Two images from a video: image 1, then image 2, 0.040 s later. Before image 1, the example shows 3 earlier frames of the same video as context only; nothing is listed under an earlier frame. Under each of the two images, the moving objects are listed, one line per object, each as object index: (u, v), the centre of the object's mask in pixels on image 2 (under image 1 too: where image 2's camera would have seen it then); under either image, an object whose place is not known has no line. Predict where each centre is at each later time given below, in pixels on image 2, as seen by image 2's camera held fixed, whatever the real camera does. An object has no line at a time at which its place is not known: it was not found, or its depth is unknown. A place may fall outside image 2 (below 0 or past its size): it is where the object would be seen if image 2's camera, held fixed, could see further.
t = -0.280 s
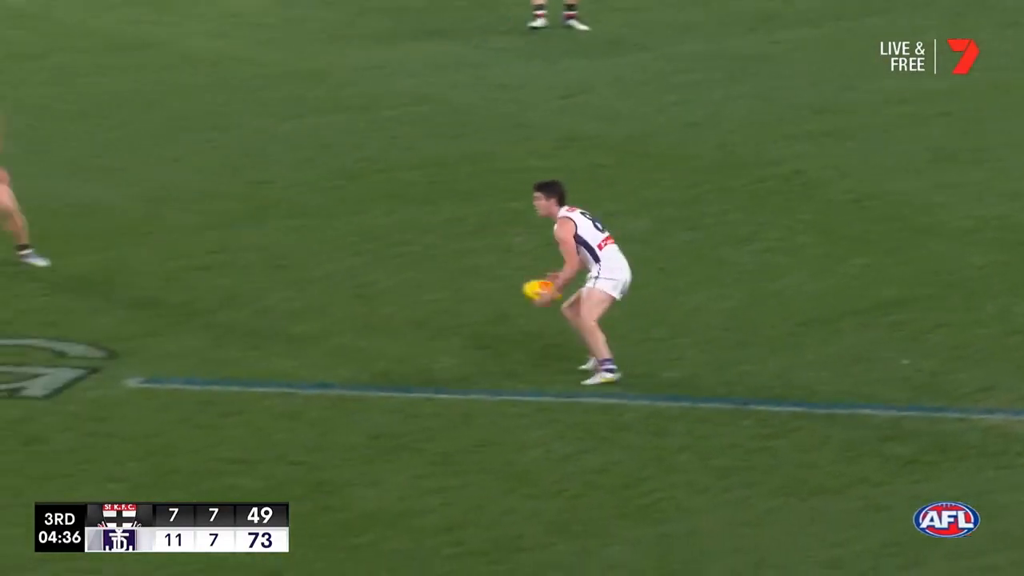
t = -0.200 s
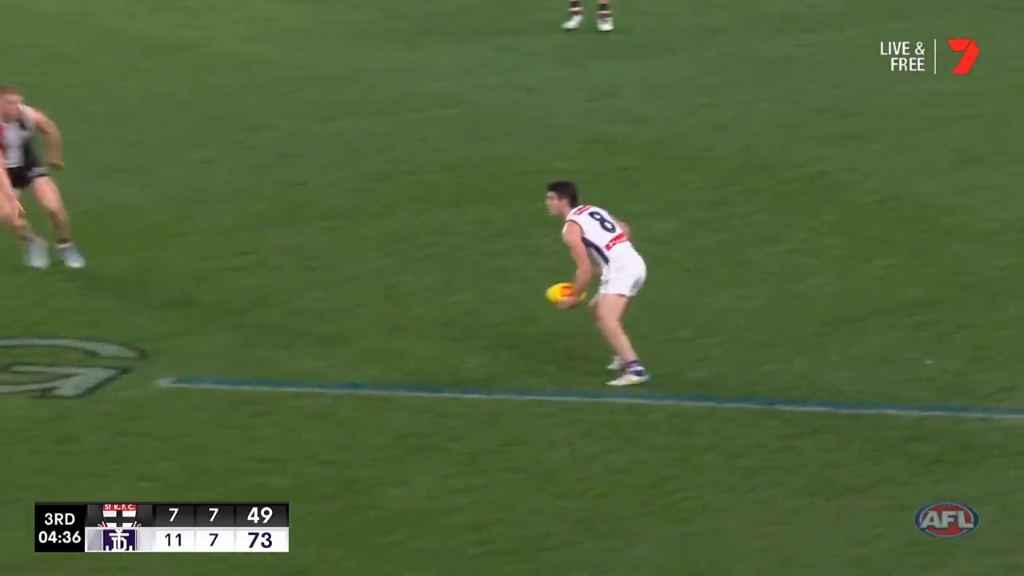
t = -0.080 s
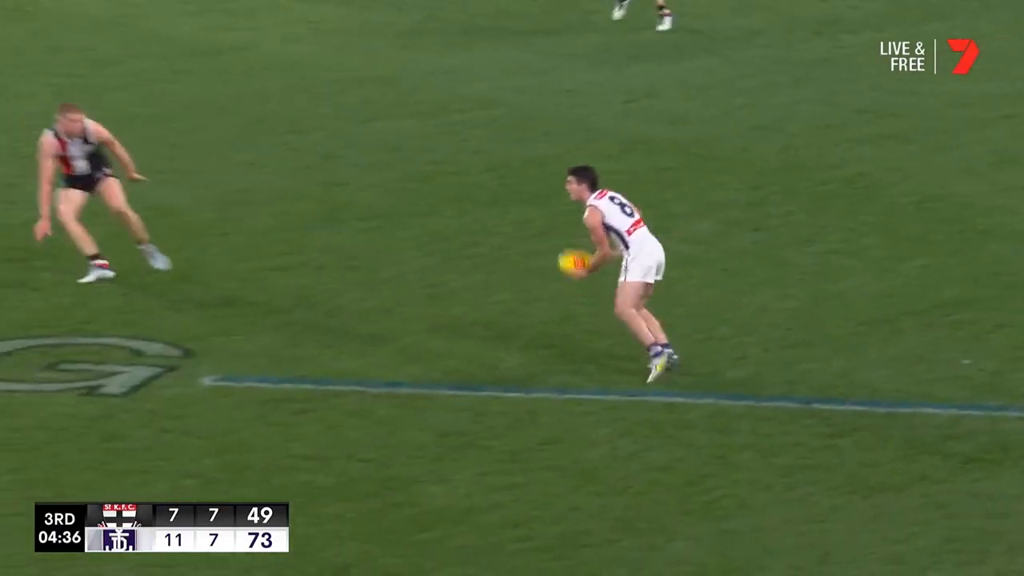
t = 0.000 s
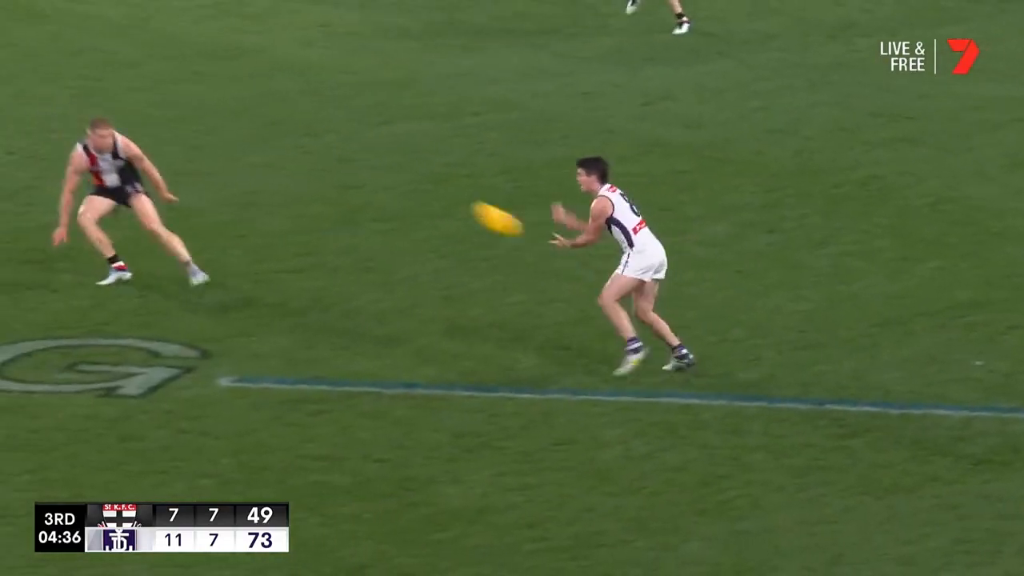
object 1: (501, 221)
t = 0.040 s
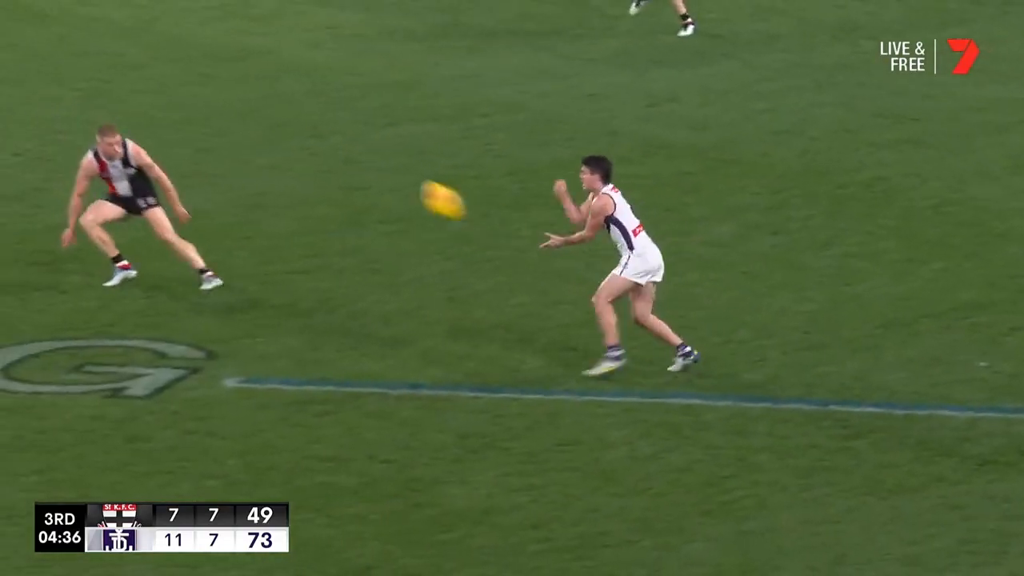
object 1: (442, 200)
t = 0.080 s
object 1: (382, 181)
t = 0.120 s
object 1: (322, 163)
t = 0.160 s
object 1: (262, 148)
